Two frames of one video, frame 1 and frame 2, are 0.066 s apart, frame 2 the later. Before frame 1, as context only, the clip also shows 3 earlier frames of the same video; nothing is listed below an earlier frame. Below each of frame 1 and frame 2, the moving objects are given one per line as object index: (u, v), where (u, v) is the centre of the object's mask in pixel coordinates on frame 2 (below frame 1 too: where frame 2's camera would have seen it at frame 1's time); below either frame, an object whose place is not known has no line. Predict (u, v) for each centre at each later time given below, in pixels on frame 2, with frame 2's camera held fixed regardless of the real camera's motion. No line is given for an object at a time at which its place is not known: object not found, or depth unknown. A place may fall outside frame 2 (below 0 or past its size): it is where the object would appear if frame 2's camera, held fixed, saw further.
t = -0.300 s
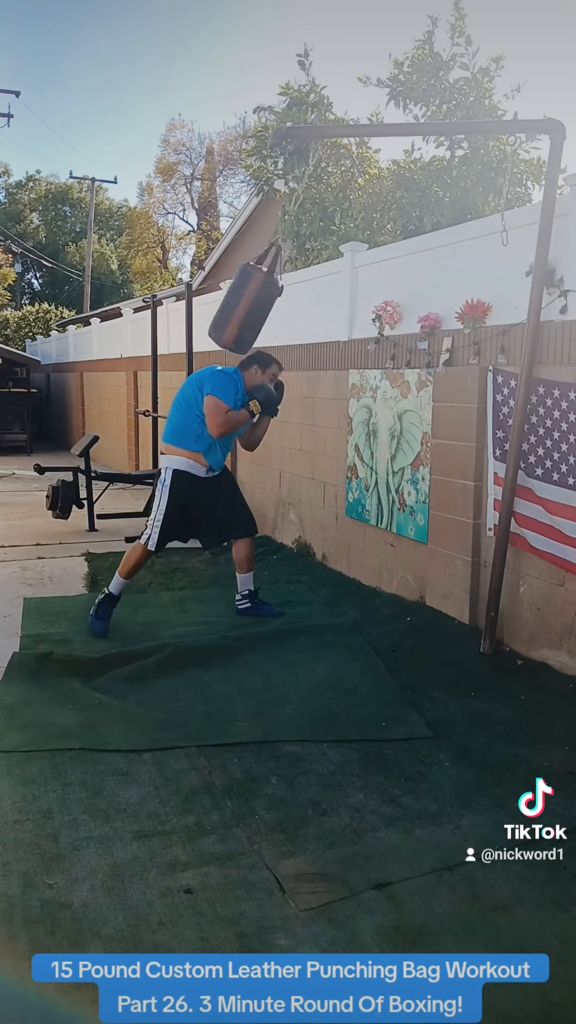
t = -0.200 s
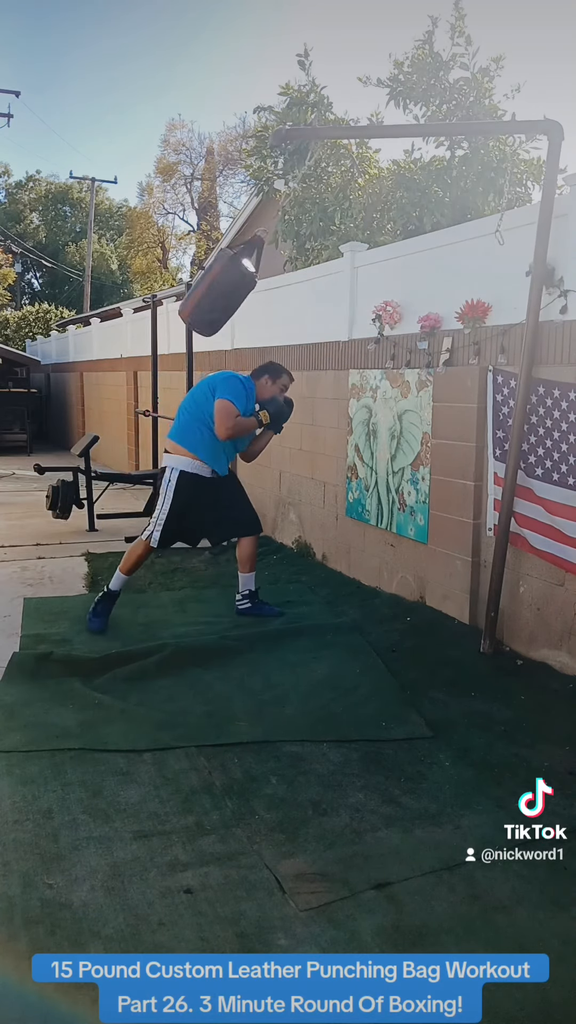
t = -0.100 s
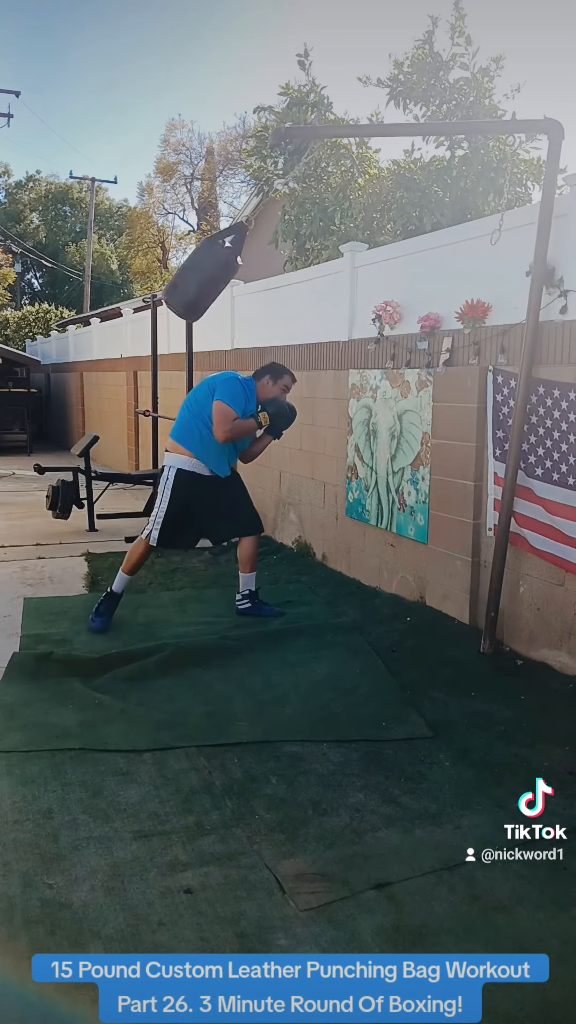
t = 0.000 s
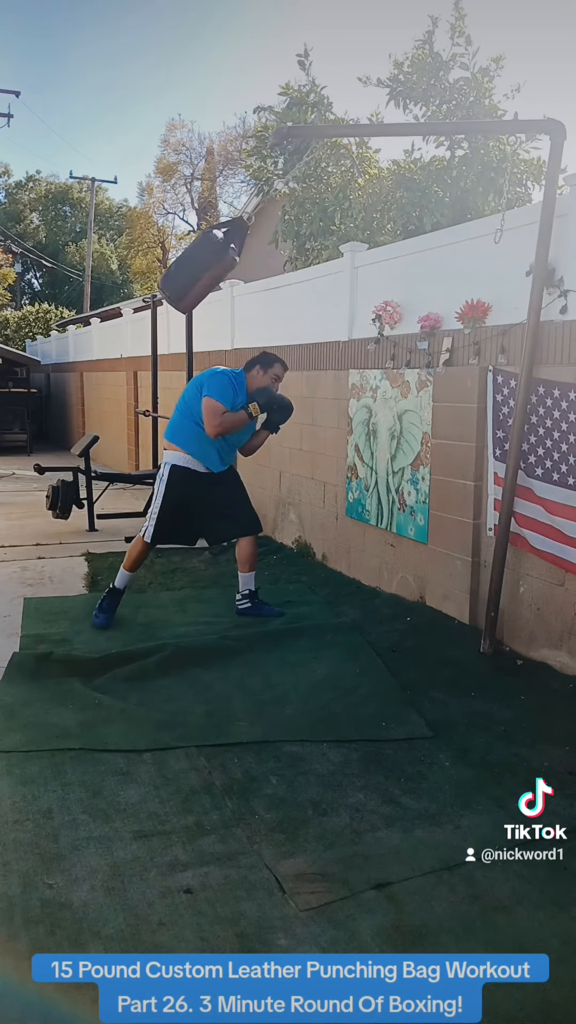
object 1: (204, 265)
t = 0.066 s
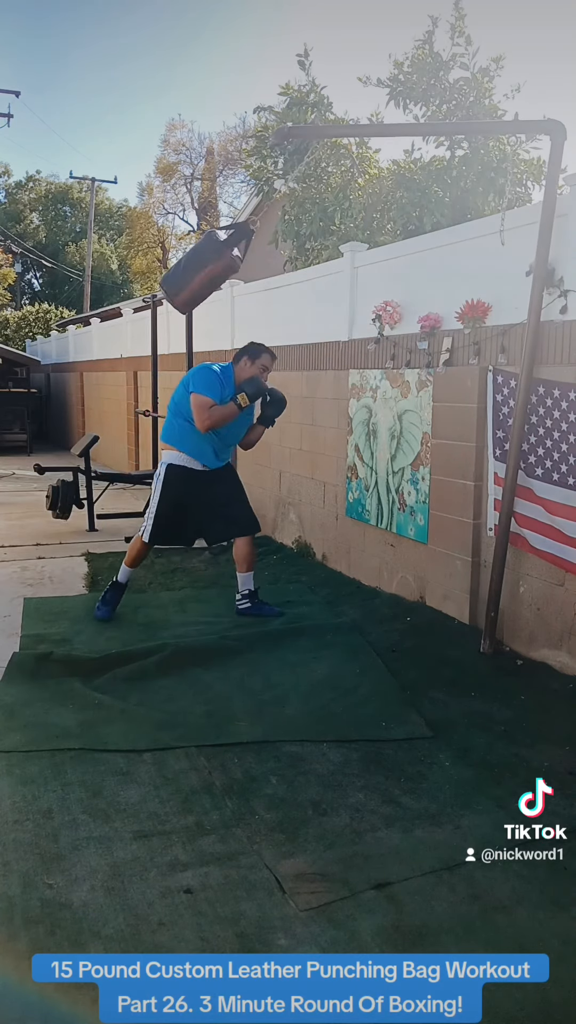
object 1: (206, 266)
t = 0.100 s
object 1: (209, 269)
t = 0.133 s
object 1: (211, 273)
